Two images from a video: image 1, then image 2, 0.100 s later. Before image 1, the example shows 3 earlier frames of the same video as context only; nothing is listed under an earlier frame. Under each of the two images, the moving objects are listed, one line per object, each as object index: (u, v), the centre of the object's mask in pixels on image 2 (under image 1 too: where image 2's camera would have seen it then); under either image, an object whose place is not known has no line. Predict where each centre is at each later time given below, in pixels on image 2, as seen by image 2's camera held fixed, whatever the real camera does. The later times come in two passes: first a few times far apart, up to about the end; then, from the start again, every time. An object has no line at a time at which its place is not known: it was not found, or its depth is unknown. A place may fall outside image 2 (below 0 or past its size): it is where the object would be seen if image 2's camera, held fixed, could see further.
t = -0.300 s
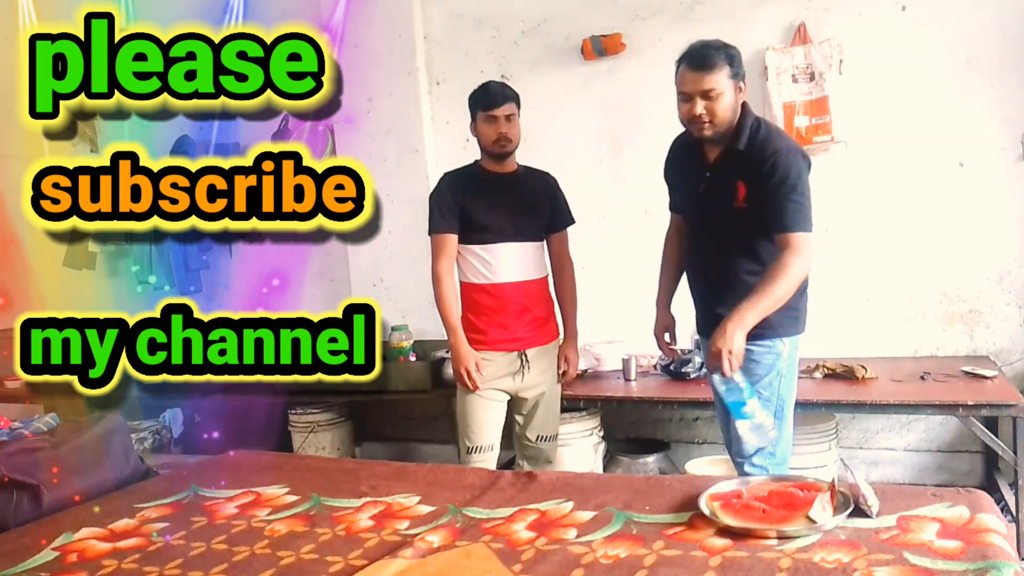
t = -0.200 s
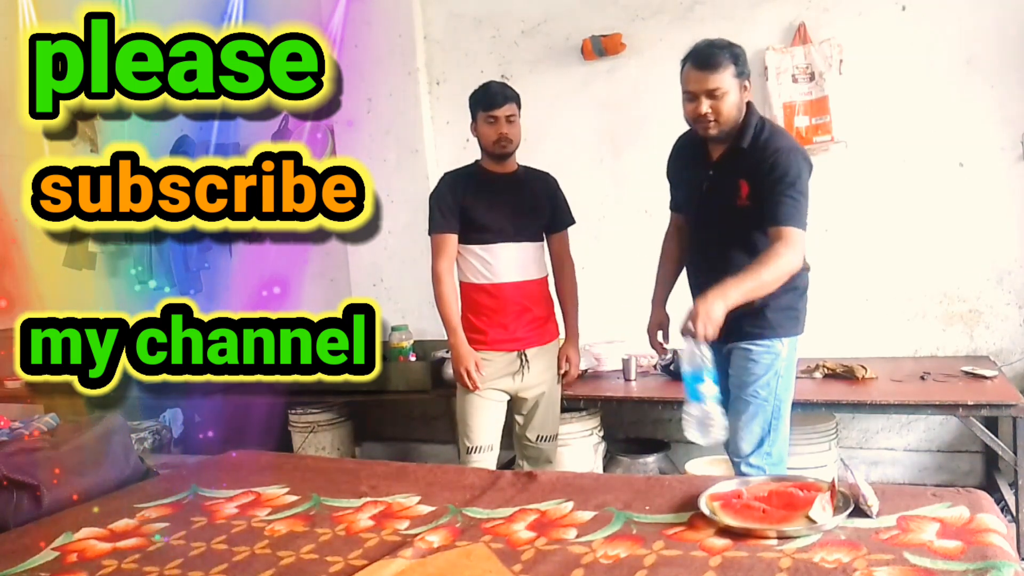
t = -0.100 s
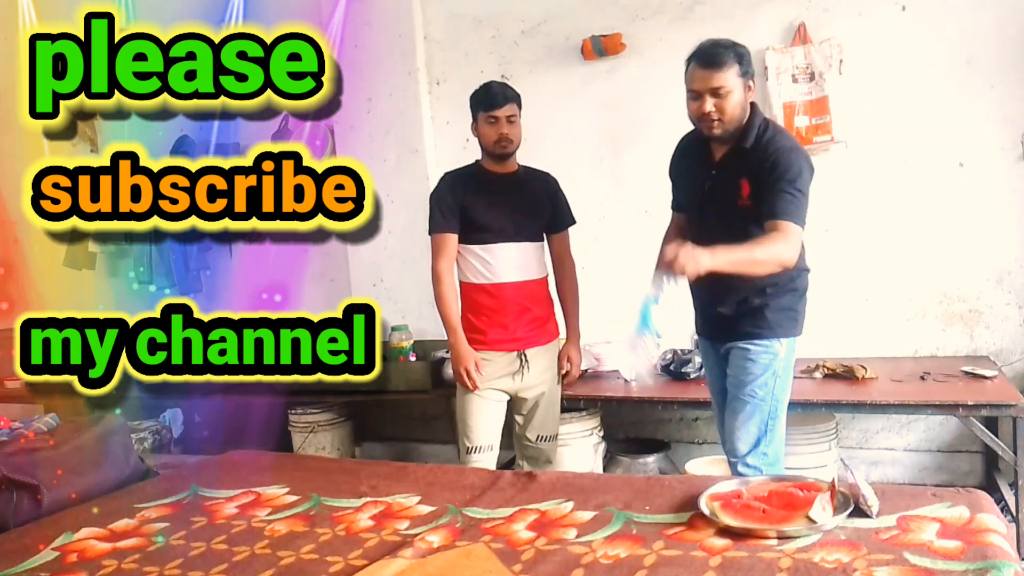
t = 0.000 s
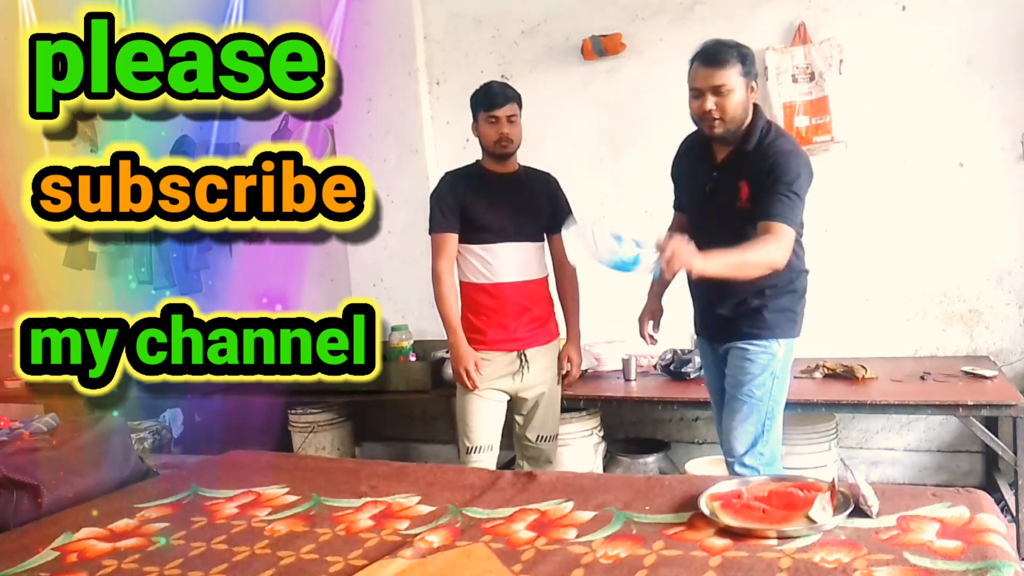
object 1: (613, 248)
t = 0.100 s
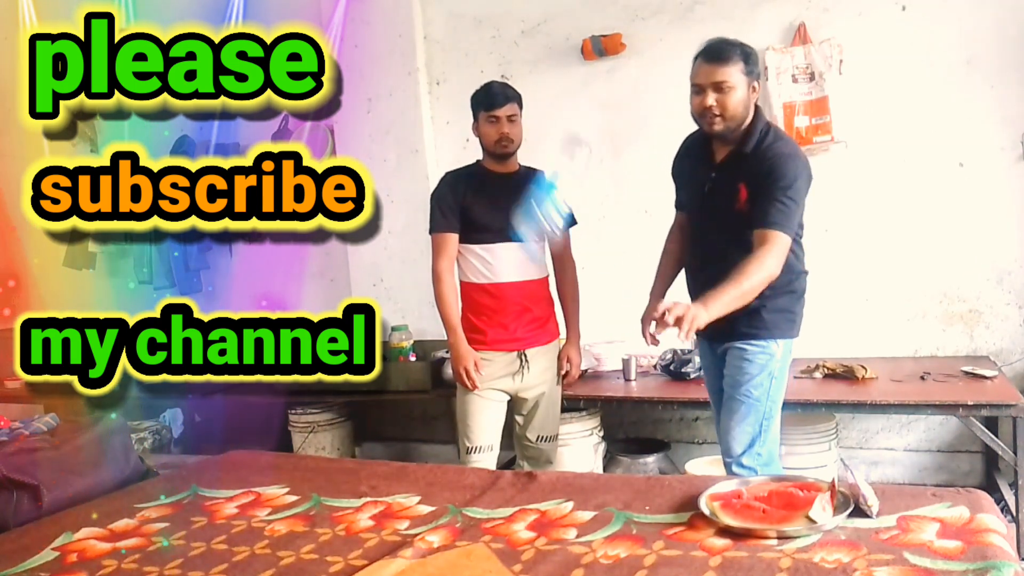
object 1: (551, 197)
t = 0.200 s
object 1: (517, 128)
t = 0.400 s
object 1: (482, 210)
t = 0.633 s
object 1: (468, 492)
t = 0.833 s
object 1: (493, 502)
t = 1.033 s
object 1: (500, 517)
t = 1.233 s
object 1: (498, 516)
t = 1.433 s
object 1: (494, 516)
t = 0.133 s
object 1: (532, 167)
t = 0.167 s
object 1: (524, 139)
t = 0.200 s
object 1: (517, 128)
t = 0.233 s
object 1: (511, 124)
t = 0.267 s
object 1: (505, 129)
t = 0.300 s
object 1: (500, 140)
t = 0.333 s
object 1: (495, 158)
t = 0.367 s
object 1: (489, 181)
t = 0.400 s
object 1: (482, 210)
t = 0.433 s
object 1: (478, 250)
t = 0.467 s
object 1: (474, 294)
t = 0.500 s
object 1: (470, 355)
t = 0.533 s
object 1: (466, 413)
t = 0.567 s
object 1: (462, 478)
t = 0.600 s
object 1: (464, 499)
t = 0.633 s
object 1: (468, 492)
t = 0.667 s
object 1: (470, 490)
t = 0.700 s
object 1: (472, 490)
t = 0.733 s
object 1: (476, 490)
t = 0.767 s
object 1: (481, 492)
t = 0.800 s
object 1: (487, 496)
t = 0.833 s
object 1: (493, 502)
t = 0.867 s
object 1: (499, 512)
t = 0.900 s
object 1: (499, 516)
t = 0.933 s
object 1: (498, 517)
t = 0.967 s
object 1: (498, 517)
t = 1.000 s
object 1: (499, 517)
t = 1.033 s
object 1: (500, 517)
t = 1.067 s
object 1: (499, 517)
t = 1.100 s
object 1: (499, 517)
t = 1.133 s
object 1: (499, 517)
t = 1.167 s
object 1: (498, 517)
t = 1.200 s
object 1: (498, 517)
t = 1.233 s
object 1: (498, 516)
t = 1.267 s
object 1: (497, 516)
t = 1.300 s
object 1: (496, 516)
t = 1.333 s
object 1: (496, 516)
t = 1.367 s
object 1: (495, 516)
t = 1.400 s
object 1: (495, 516)
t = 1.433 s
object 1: (494, 516)
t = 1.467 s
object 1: (494, 516)
